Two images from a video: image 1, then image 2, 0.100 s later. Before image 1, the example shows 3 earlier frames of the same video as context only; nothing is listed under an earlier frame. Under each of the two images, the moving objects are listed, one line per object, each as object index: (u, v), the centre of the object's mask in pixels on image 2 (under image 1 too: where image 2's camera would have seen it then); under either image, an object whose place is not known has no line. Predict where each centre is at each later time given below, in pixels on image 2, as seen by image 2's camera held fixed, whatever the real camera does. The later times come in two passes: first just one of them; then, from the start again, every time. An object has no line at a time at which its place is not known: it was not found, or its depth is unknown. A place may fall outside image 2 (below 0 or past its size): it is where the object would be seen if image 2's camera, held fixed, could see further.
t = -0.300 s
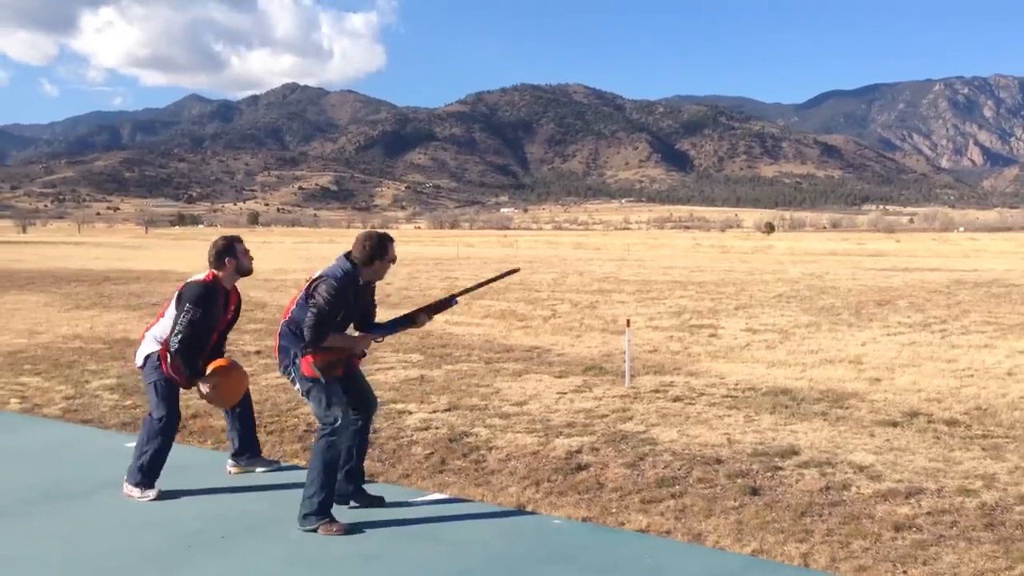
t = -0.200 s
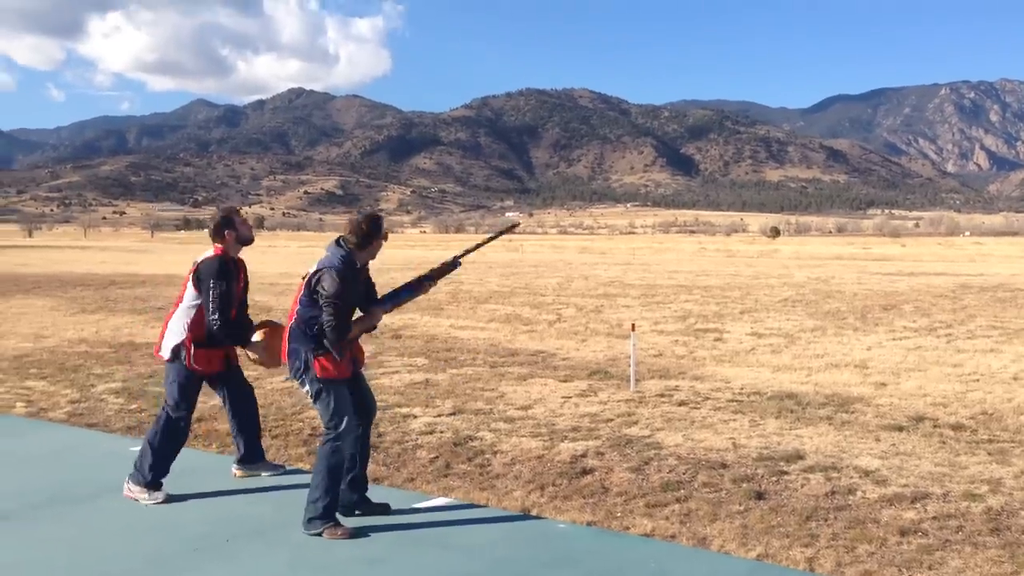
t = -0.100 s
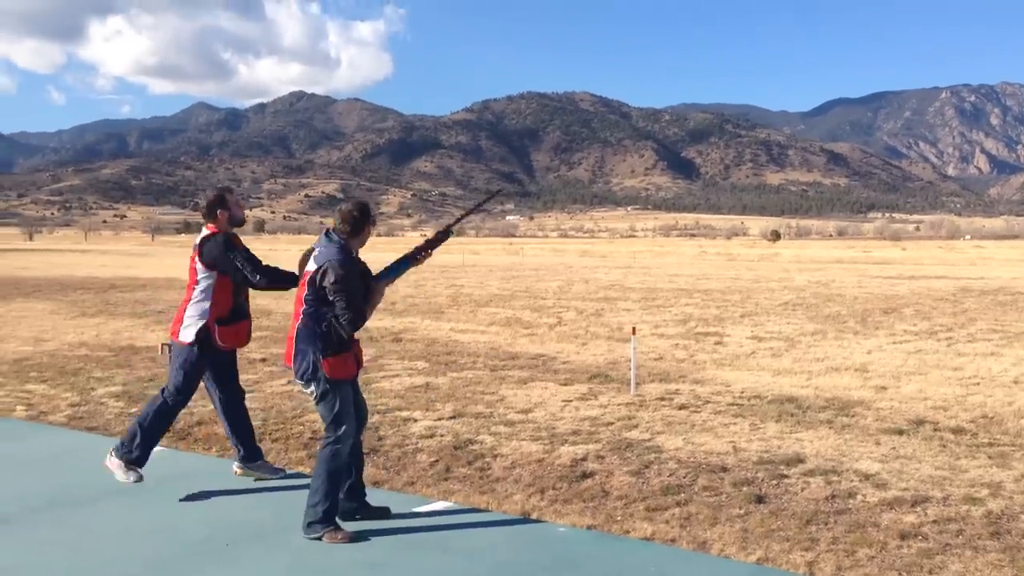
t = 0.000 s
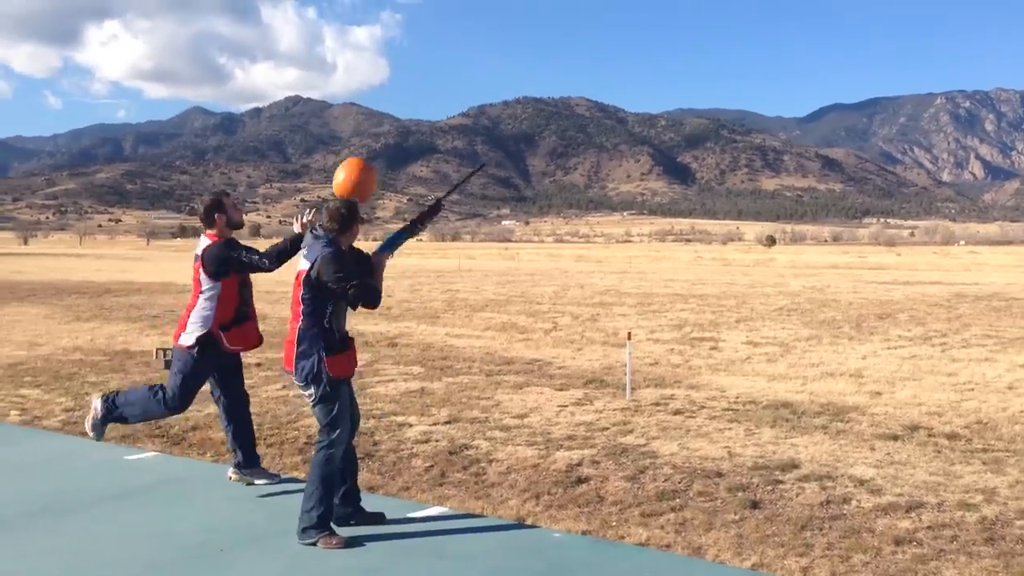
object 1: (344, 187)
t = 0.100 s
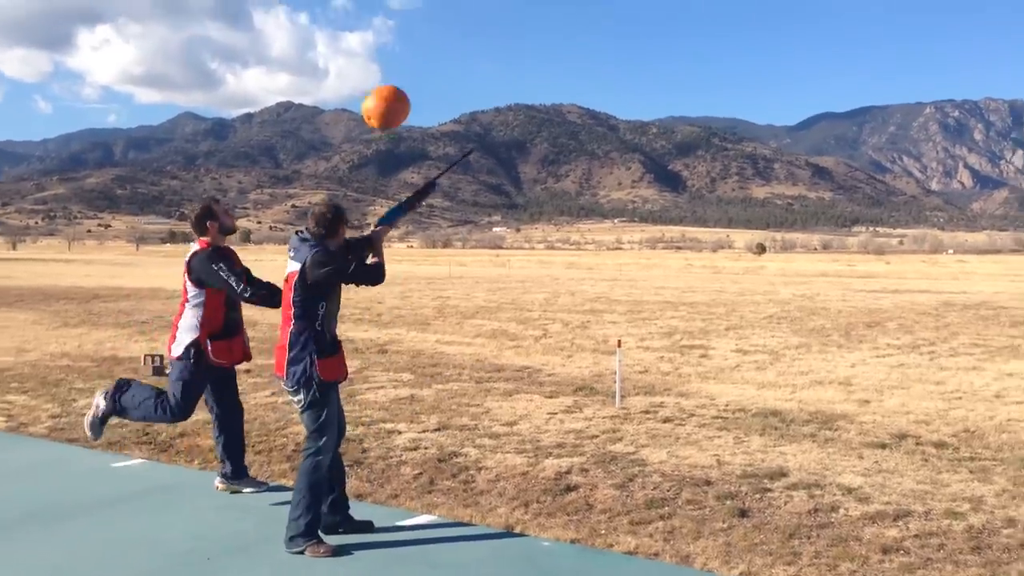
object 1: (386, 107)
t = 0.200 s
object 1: (423, 44)
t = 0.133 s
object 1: (399, 84)
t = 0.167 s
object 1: (411, 63)
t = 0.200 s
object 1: (423, 44)
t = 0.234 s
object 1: (435, 25)
